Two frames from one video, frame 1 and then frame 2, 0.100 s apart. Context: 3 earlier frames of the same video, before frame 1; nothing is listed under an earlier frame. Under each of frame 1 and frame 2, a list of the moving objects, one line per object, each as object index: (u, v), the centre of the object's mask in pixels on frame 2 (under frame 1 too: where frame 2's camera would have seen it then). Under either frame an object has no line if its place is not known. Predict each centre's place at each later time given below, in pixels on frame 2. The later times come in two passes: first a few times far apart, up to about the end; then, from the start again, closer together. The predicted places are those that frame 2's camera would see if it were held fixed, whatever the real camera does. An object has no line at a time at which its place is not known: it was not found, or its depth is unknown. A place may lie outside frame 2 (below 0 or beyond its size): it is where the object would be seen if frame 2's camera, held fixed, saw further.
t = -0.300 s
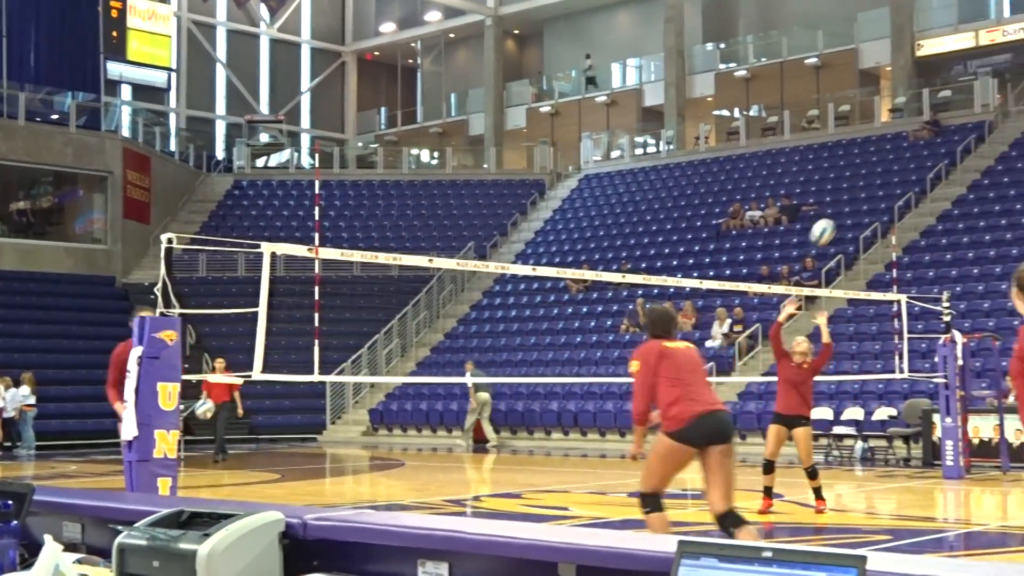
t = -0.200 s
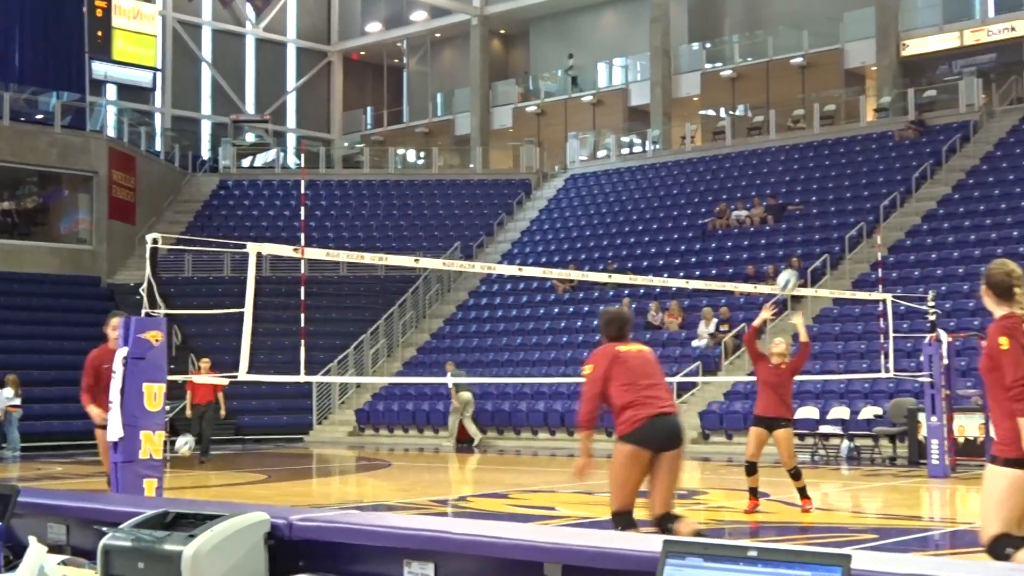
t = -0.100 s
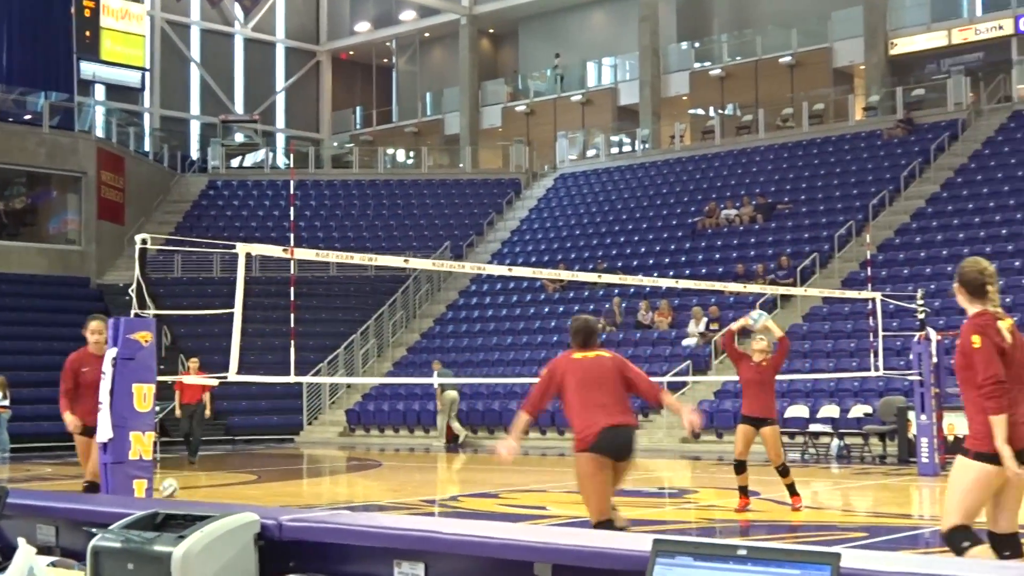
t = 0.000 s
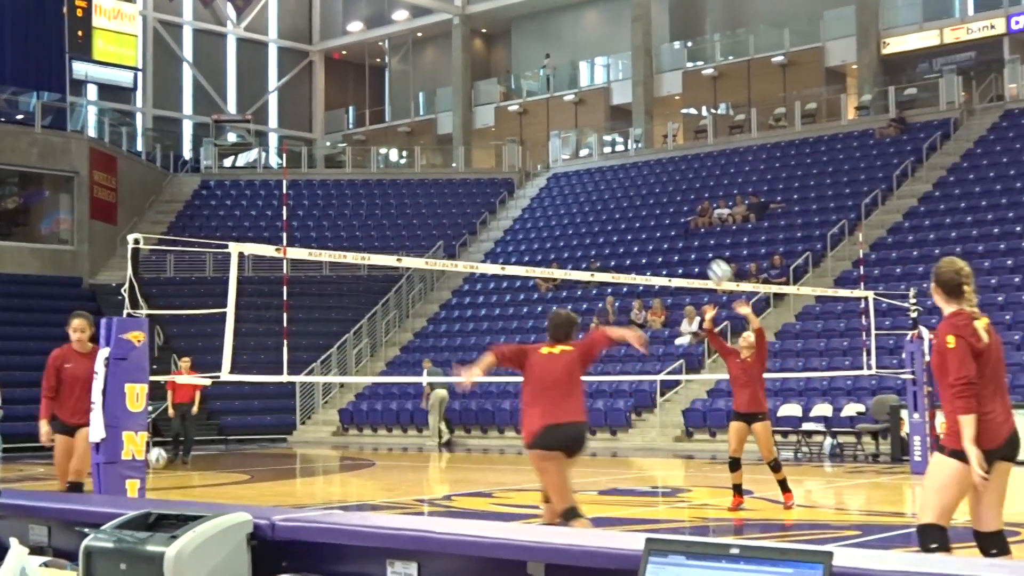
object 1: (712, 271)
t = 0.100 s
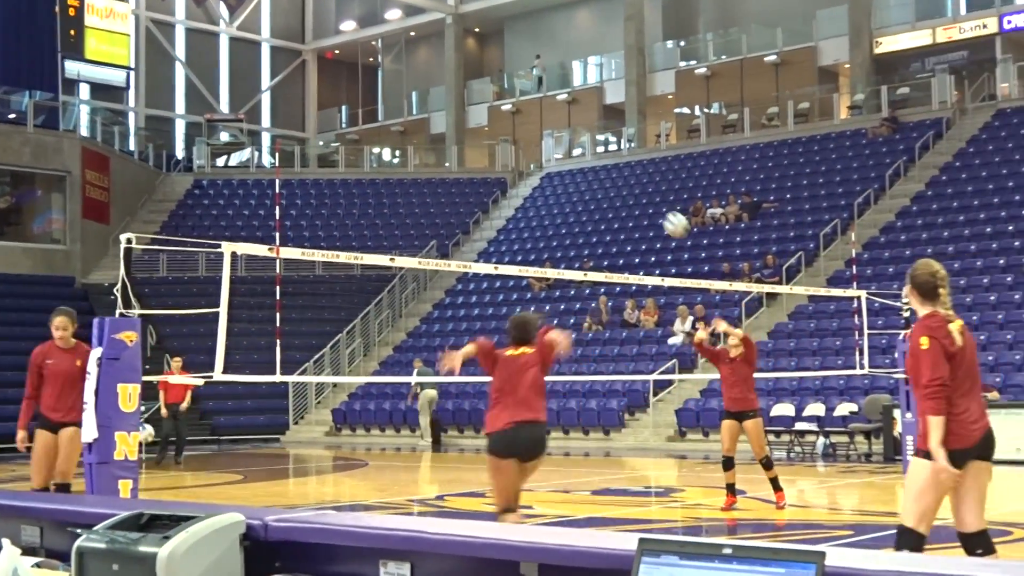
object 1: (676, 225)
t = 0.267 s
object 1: (611, 164)
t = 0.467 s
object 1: (529, 122)
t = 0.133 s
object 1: (663, 211)
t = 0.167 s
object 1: (650, 197)
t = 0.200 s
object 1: (637, 186)
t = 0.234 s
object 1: (624, 174)
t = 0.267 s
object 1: (611, 164)
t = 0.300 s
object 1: (596, 154)
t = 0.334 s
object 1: (581, 144)
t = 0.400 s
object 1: (554, 132)
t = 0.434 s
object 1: (541, 126)
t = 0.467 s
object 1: (529, 122)
